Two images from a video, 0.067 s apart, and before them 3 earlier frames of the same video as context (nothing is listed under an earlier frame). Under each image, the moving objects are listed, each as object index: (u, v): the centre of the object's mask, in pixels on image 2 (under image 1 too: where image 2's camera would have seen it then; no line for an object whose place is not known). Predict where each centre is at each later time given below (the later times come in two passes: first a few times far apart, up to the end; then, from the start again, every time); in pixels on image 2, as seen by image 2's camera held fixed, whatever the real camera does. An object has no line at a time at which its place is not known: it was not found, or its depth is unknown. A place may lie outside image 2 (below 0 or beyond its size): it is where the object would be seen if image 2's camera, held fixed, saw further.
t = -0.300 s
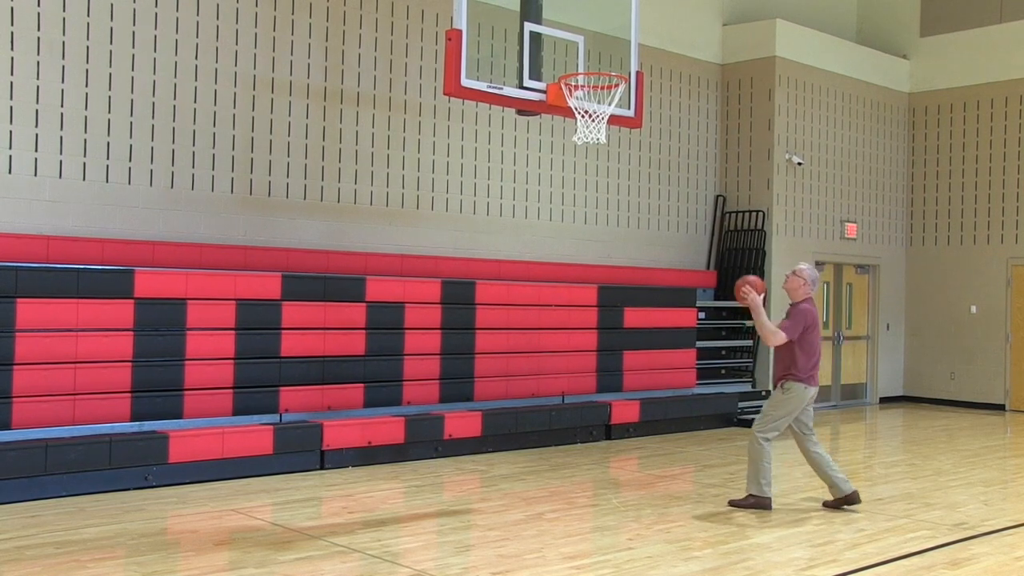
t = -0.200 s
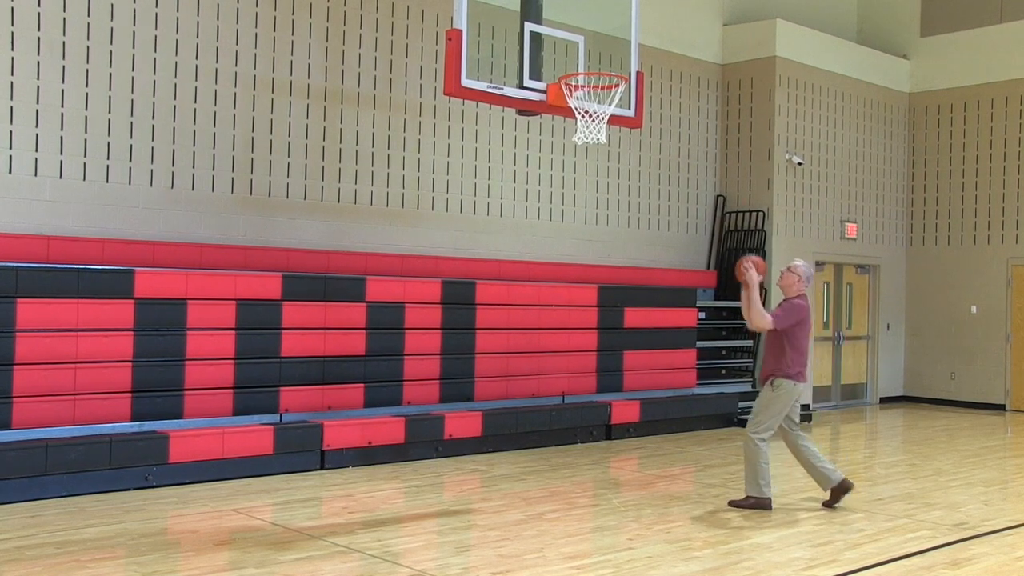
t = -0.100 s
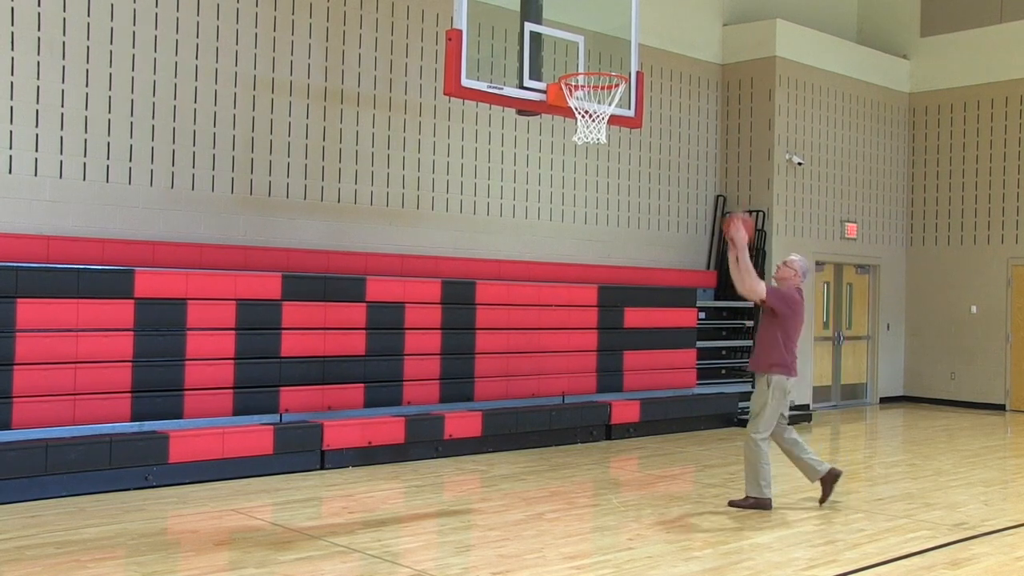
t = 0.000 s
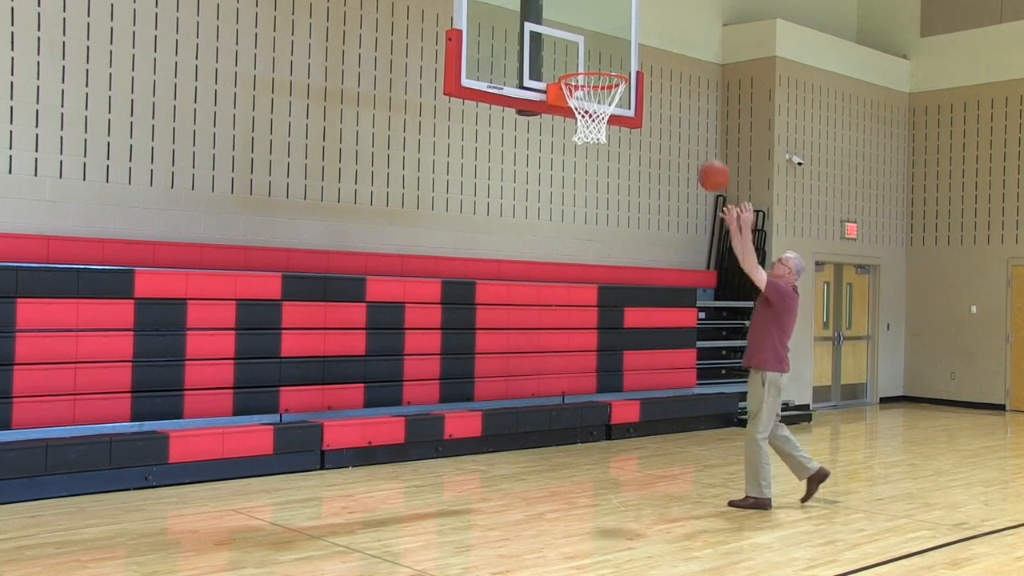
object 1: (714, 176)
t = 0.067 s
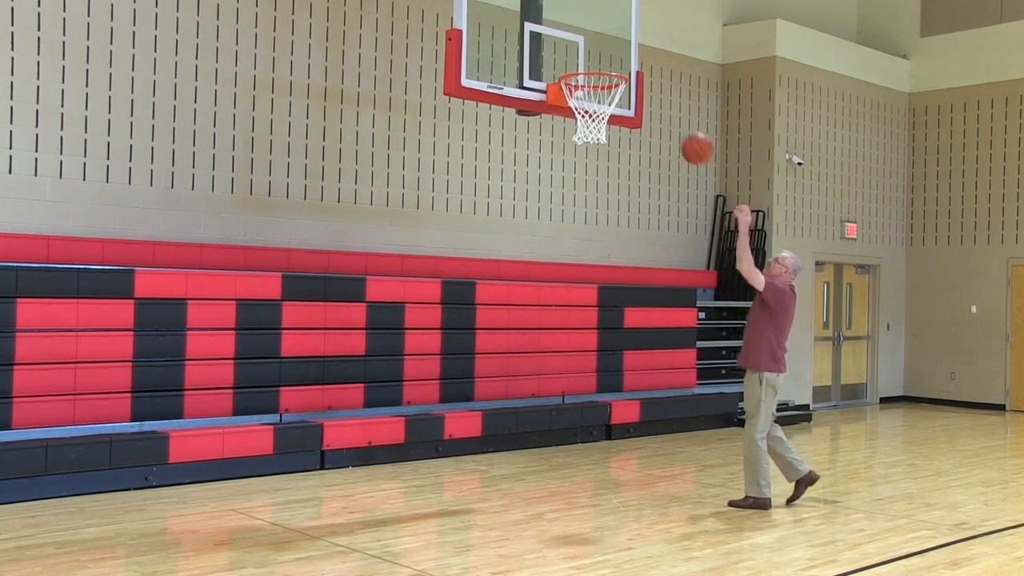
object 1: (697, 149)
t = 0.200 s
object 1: (662, 110)
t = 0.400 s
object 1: (632, 122)
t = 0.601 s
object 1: (626, 219)
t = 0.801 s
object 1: (618, 373)
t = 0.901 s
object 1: (613, 473)
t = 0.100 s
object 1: (688, 137)
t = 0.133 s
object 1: (680, 126)
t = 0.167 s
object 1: (670, 118)
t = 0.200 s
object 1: (662, 110)
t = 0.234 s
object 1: (654, 104)
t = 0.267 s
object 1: (644, 99)
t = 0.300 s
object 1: (636, 97)
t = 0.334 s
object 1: (633, 102)
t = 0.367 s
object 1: (633, 110)
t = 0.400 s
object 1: (632, 122)
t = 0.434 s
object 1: (631, 134)
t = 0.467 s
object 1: (630, 148)
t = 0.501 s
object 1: (629, 164)
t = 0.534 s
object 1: (628, 181)
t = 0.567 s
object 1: (627, 199)
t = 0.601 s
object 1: (626, 219)
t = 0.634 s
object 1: (625, 241)
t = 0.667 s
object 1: (624, 263)
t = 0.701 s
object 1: (623, 289)
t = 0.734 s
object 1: (621, 316)
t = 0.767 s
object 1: (620, 343)
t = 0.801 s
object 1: (618, 373)
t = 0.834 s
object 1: (616, 405)
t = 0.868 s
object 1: (615, 438)
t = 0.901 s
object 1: (613, 473)
